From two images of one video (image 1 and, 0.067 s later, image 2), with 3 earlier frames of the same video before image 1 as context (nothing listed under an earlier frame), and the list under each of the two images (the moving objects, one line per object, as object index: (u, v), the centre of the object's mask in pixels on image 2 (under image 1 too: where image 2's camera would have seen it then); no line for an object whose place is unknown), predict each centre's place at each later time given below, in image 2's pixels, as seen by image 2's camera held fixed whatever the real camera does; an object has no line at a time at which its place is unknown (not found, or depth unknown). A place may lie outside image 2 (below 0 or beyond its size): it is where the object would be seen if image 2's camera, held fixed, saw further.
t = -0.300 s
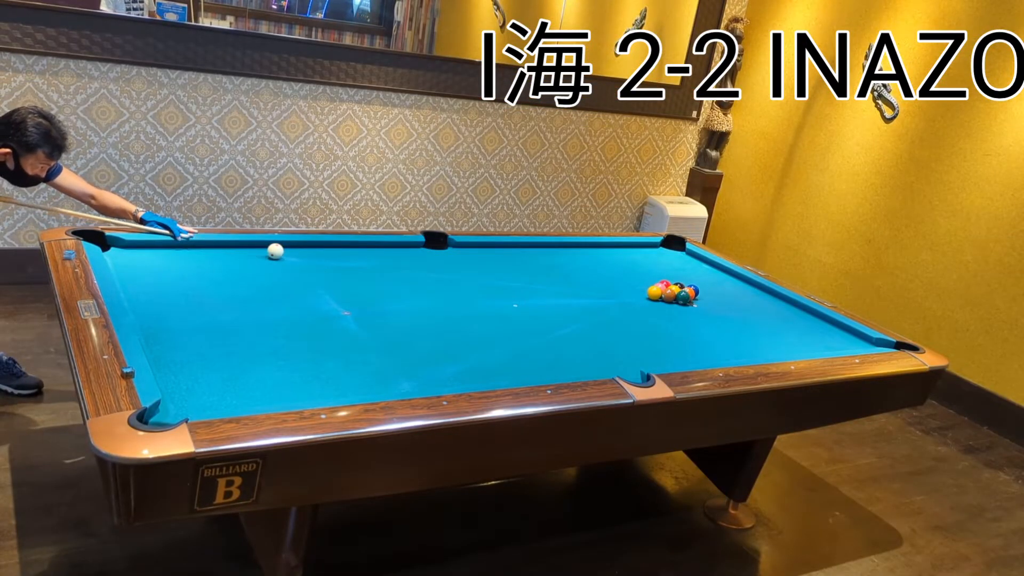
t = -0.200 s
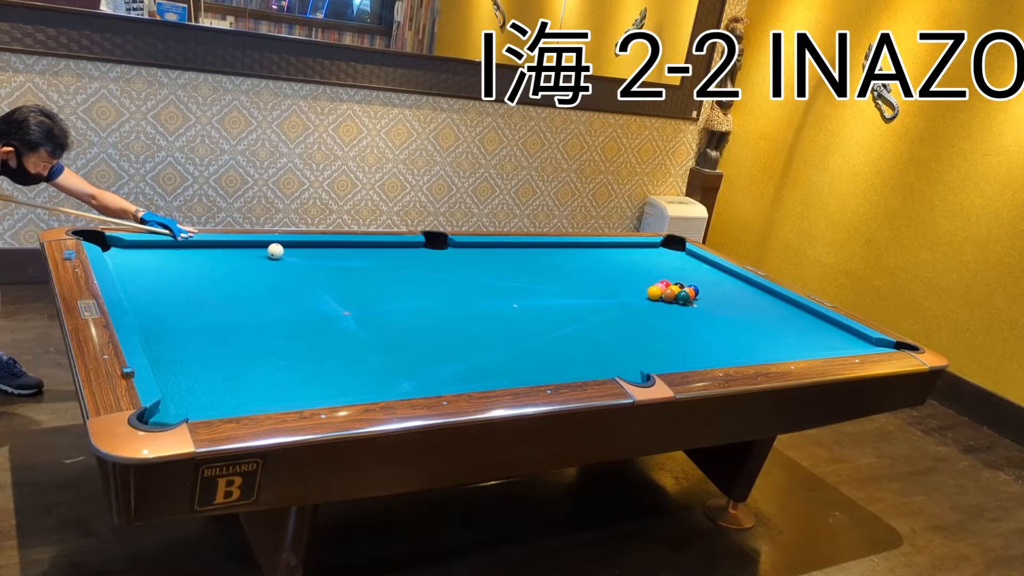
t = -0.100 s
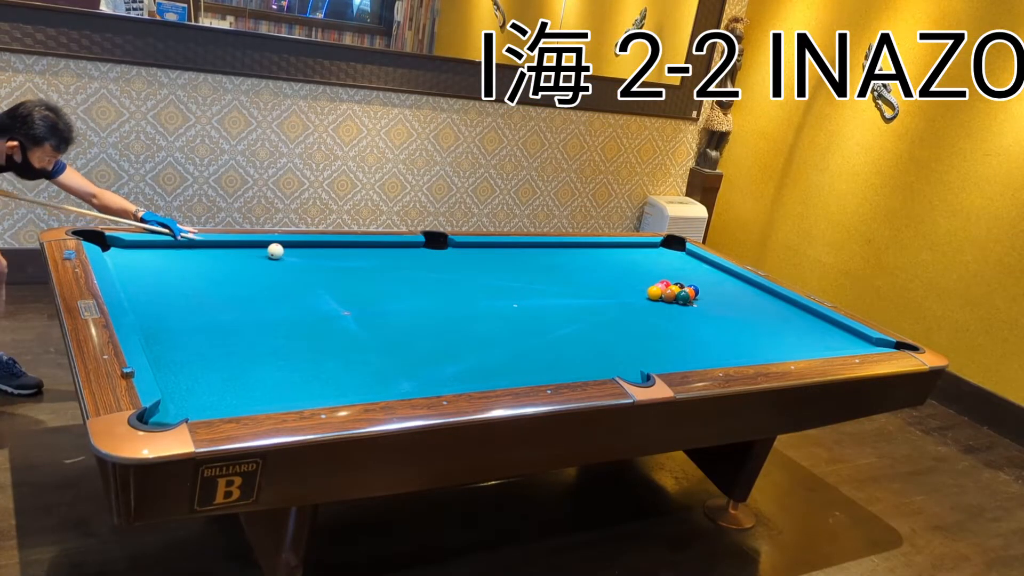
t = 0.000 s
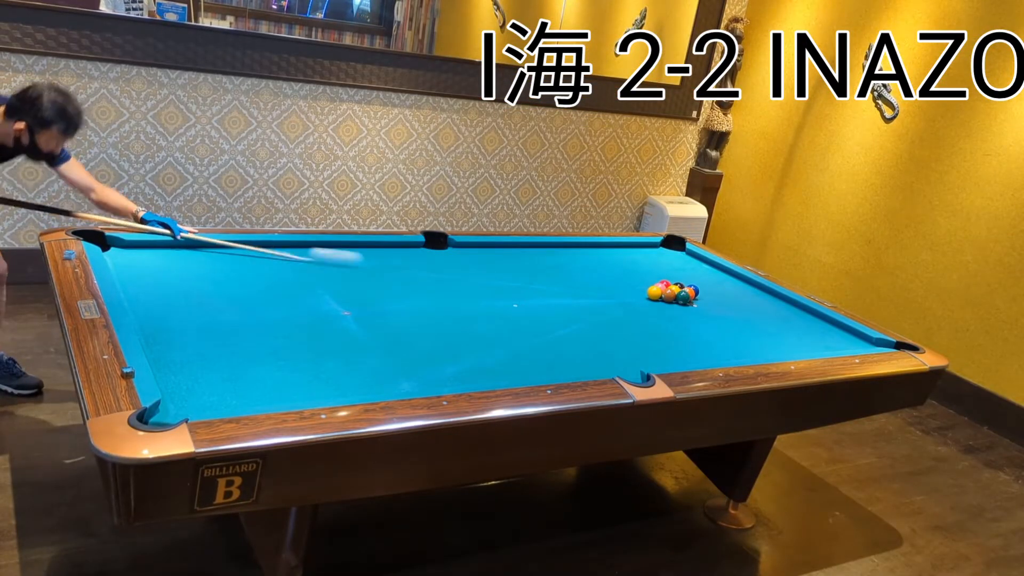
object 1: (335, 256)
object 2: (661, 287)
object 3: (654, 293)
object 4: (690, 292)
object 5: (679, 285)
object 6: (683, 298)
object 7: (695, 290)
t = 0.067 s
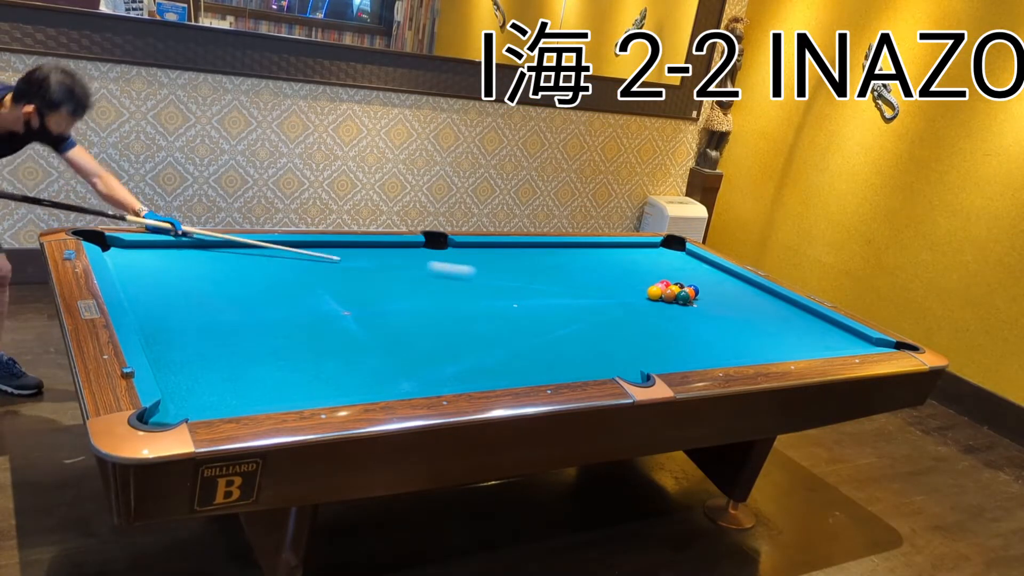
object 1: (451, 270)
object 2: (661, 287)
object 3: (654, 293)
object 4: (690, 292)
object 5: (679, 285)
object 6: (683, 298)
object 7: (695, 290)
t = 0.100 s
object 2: (661, 287)
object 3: (654, 293)
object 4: (690, 292)
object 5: (679, 285)
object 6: (683, 298)
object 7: (695, 289)
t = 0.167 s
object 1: (607, 288)
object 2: (661, 287)
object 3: (654, 293)
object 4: (690, 292)
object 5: (679, 285)
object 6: (683, 297)
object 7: (695, 289)
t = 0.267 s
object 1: (628, 291)
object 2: (656, 287)
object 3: (652, 297)
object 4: (698, 295)
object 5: (686, 286)
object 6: (754, 319)
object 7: (711, 286)
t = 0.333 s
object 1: (617, 291)
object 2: (652, 287)
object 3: (650, 301)
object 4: (705, 295)
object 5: (691, 284)
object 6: (817, 337)
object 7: (726, 283)
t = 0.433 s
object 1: (601, 290)
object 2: (648, 286)
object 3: (651, 306)
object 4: (716, 296)
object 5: (698, 280)
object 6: (848, 340)
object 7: (742, 279)
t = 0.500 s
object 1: (590, 290)
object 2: (645, 285)
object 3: (652, 310)
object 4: (723, 297)
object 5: (703, 278)
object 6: (836, 328)
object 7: (728, 277)
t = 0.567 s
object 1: (579, 289)
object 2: (642, 284)
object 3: (653, 313)
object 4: (731, 297)
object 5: (704, 276)
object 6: (828, 321)
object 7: (718, 275)
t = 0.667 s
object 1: (562, 289)
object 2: (638, 283)
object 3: (654, 318)
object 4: (741, 298)
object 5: (685, 272)
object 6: (800, 310)
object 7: (724, 274)
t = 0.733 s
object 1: (551, 288)
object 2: (635, 282)
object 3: (656, 322)
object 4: (748, 299)
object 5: (676, 270)
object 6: (782, 303)
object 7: (725, 273)
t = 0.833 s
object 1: (534, 288)
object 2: (632, 280)
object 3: (657, 327)
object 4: (758, 300)
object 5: (663, 267)
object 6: (753, 291)
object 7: (727, 272)
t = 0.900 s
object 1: (523, 287)
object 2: (629, 280)
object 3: (658, 331)
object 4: (765, 300)
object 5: (654, 265)
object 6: (737, 288)
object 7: (727, 271)
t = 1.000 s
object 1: (507, 287)
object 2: (626, 278)
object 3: (660, 336)
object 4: (774, 301)
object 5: (642, 261)
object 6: (712, 279)
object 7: (722, 270)
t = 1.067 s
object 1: (495, 286)
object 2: (624, 278)
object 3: (661, 340)
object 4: (781, 301)
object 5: (634, 259)
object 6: (696, 273)
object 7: (719, 269)
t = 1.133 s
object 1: (484, 286)
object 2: (622, 277)
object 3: (662, 344)
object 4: (787, 302)
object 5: (626, 258)
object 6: (681, 268)
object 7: (715, 268)
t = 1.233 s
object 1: (468, 285)
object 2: (619, 276)
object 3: (664, 350)
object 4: (792, 303)
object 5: (614, 255)
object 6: (658, 260)
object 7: (711, 267)
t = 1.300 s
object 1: (456, 285)
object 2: (617, 275)
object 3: (665, 353)
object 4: (790, 303)
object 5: (606, 252)
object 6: (644, 255)
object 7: (708, 266)
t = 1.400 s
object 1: (439, 284)
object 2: (614, 274)
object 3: (667, 358)
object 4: (787, 304)
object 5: (595, 250)
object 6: (624, 247)
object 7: (704, 265)
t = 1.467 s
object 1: (428, 284)
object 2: (612, 273)
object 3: (667, 361)
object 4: (786, 305)
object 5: (588, 248)
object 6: (617, 247)
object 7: (701, 264)
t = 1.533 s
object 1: (417, 283)
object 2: (611, 273)
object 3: (665, 361)
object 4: (784, 305)
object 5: (580, 246)
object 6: (616, 249)
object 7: (698, 264)
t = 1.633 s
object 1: (399, 283)
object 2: (609, 272)
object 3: (657, 360)
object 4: (781, 306)
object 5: (576, 246)
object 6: (613, 254)
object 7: (694, 263)
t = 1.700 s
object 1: (388, 282)
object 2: (607, 272)
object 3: (652, 360)
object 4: (779, 307)
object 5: (576, 247)
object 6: (611, 256)
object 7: (692, 262)
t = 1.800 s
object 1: (371, 282)
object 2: (605, 271)
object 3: (644, 358)
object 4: (777, 307)
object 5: (575, 249)
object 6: (609, 260)
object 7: (688, 262)
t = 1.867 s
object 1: (359, 281)
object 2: (604, 271)
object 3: (640, 357)
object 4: (775, 308)
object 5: (574, 250)
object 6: (608, 261)
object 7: (686, 261)
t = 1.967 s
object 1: (342, 281)
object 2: (601, 270)
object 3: (632, 355)
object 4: (773, 309)
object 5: (573, 251)
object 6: (607, 265)
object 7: (683, 260)
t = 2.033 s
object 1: (331, 280)
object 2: (597, 273)
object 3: (628, 353)
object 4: (771, 310)
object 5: (573, 252)
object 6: (607, 267)
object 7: (681, 260)
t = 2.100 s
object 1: (319, 279)
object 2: (594, 274)
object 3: (623, 352)
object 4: (769, 310)
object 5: (572, 253)
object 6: (606, 268)
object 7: (679, 259)
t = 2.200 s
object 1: (302, 279)
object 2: (589, 276)
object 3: (616, 350)
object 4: (767, 311)
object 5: (571, 254)
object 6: (606, 270)
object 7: (676, 259)
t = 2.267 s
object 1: (290, 278)
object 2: (586, 278)
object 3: (612, 349)
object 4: (765, 311)
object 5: (571, 255)
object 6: (607, 270)
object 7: (674, 258)
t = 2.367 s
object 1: (273, 278)
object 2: (581, 280)
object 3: (606, 347)
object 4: (763, 312)
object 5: (570, 256)
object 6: (608, 272)
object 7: (672, 258)
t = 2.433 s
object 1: (262, 277)
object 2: (577, 282)
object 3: (602, 346)
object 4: (762, 312)
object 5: (569, 258)
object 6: (608, 272)
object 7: (670, 257)
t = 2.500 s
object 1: (250, 277)
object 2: (574, 283)
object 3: (598, 345)
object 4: (761, 313)
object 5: (569, 258)
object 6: (609, 273)
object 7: (668, 257)
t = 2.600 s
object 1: (232, 276)
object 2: (569, 285)
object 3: (593, 343)
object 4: (759, 313)
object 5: (568, 259)
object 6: (609, 274)
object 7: (666, 257)
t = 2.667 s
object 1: (221, 276)
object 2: (566, 287)
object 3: (589, 342)
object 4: (757, 314)
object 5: (568, 260)
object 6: (610, 274)
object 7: (665, 256)
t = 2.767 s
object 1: (204, 275)
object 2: (560, 289)
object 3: (584, 340)
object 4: (755, 314)
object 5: (567, 262)
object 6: (610, 275)
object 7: (663, 256)
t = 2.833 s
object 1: (192, 275)
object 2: (557, 291)
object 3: (580, 339)
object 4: (754, 315)
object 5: (567, 262)
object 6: (611, 276)
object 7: (662, 255)
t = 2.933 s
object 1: (175, 275)
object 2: (552, 293)
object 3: (576, 338)
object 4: (752, 315)
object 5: (566, 264)
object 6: (611, 276)
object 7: (661, 255)
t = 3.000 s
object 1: (163, 274)
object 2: (549, 294)
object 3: (572, 337)
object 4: (751, 315)
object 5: (566, 264)
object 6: (612, 277)
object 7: (660, 255)
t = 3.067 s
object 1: (152, 274)
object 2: (545, 296)
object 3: (569, 336)
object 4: (750, 316)
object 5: (566, 265)
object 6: (612, 277)
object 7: (659, 255)
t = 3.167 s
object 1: (135, 273)
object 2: (540, 298)
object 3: (565, 334)
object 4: (748, 316)
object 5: (565, 266)
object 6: (612, 278)
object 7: (658, 254)
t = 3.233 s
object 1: (123, 273)
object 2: (536, 300)
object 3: (562, 334)
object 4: (748, 316)
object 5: (564, 267)
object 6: (612, 278)
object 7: (658, 254)
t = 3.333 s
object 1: (125, 272)
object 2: (531, 302)
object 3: (558, 333)
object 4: (746, 317)
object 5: (564, 268)
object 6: (613, 279)
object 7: (657, 254)
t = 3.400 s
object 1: (131, 272)
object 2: (528, 304)
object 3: (555, 332)
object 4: (745, 317)
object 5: (563, 269)
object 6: (613, 279)
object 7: (657, 254)
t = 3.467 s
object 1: (136, 272)
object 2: (525, 305)
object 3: (553, 331)
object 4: (745, 317)
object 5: (563, 270)
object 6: (613, 279)
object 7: (657, 254)
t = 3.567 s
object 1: (144, 271)
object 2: (519, 308)
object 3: (549, 330)
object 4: (744, 318)
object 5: (562, 270)
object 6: (613, 280)
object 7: (657, 254)
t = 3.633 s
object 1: (149, 270)
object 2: (516, 309)
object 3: (547, 330)
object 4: (743, 318)
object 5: (562, 271)
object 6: (614, 280)
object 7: (657, 254)
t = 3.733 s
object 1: (156, 270)
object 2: (511, 312)
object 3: (544, 328)
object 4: (742, 318)
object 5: (561, 272)
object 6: (614, 280)
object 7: (657, 254)
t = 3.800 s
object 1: (161, 270)
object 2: (507, 313)
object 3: (542, 328)
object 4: (741, 318)
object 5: (561, 273)
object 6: (614, 280)
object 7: (657, 254)
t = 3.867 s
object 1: (166, 269)
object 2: (503, 315)
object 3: (540, 327)
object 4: (741, 319)
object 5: (561, 273)
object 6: (614, 280)
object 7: (657, 254)
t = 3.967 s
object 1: (172, 269)
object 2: (498, 317)
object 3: (537, 326)
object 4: (740, 319)
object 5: (560, 274)
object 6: (614, 281)
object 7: (657, 254)
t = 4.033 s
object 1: (177, 268)
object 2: (494, 319)
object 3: (536, 326)
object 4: (740, 319)
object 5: (560, 275)
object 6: (614, 281)
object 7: (657, 254)
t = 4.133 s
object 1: (182, 268)
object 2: (489, 321)
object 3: (534, 325)
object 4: (739, 319)
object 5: (559, 275)
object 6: (614, 281)
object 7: (657, 254)
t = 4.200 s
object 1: (186, 268)
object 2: (486, 322)
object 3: (532, 325)
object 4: (739, 319)
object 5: (559, 276)
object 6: (614, 281)
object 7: (657, 254)
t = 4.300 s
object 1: (191, 268)
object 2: (480, 325)
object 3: (530, 324)
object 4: (739, 319)
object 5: (558, 276)
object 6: (614, 281)
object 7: (657, 254)
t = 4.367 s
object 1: (195, 267)
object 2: (477, 326)
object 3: (529, 324)
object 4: (739, 319)
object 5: (558, 277)
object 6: (614, 281)
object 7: (657, 254)
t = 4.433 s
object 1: (199, 267)
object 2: (473, 328)
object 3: (528, 323)
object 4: (738, 319)
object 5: (558, 277)
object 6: (614, 281)
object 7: (657, 254)
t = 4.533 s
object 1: (204, 266)
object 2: (468, 330)
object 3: (526, 323)
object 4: (738, 319)
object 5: (557, 277)
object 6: (614, 281)
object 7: (657, 254)
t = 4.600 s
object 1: (207, 266)
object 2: (465, 332)
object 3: (525, 323)
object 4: (738, 319)
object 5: (557, 278)
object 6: (614, 281)
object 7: (657, 254)
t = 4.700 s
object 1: (211, 266)
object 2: (460, 334)
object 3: (524, 322)
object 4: (738, 319)
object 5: (557, 278)
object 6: (614, 281)
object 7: (657, 254)
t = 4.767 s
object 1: (214, 266)
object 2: (456, 336)
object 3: (523, 322)
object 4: (738, 319)
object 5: (556, 279)
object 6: (614, 281)
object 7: (657, 254)
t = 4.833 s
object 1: (217, 266)
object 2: (453, 337)
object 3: (523, 322)
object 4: (738, 319)
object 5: (556, 279)
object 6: (614, 281)
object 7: (657, 254)
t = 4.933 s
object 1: (221, 265)
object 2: (448, 339)
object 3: (522, 322)
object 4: (738, 319)
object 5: (556, 279)
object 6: (614, 281)
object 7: (657, 254)
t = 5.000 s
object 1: (223, 265)
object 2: (445, 341)
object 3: (522, 321)
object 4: (738, 319)
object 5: (556, 279)
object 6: (614, 281)
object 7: (657, 254)
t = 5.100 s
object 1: (227, 265)
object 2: (440, 343)
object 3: (521, 321)
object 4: (738, 319)
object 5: (555, 279)
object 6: (614, 281)
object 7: (657, 254)
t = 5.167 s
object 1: (229, 265)
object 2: (437, 344)
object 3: (521, 321)
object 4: (738, 319)
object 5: (555, 280)
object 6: (614, 281)
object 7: (657, 254)
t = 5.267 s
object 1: (232, 265)
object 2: (432, 346)
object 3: (521, 321)
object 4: (738, 319)
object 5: (555, 280)
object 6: (614, 281)
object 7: (657, 254)
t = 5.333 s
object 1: (233, 265)
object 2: (429, 347)
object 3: (521, 321)
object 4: (738, 319)
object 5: (555, 280)
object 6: (614, 281)
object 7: (657, 254)
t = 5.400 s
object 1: (235, 265)
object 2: (426, 349)
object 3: (521, 321)
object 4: (738, 319)
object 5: (555, 280)
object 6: (614, 281)
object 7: (657, 254)
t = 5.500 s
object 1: (238, 264)
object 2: (422, 351)
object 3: (521, 321)
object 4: (738, 319)
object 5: (555, 280)
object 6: (614, 281)
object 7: (657, 254)
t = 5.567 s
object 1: (239, 265)
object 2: (419, 352)
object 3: (521, 321)
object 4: (738, 319)
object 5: (555, 280)
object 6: (614, 281)
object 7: (657, 254)
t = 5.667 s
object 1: (241, 264)
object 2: (415, 354)
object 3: (521, 321)
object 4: (738, 319)
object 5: (555, 280)
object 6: (614, 281)
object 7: (657, 254)
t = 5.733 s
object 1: (243, 264)
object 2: (412, 355)
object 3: (521, 321)
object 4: (738, 319)
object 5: (555, 280)
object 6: (614, 281)
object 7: (657, 254)
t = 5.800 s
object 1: (244, 264)
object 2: (409, 357)
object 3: (521, 321)
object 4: (738, 319)
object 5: (555, 280)
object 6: (614, 281)
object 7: (657, 254)
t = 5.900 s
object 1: (245, 264)
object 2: (405, 358)
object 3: (521, 321)
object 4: (738, 319)
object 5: (555, 280)
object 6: (614, 281)
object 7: (657, 254)
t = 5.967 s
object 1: (246, 264)
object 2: (402, 359)
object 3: (521, 321)
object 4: (738, 319)
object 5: (555, 280)
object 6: (614, 281)
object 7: (657, 254)
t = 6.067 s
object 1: (247, 264)
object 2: (398, 361)
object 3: (521, 321)
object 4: (738, 319)
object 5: (555, 280)
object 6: (614, 281)
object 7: (657, 254)
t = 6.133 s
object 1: (248, 264)
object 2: (396, 362)
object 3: (521, 321)
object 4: (738, 319)
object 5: (555, 280)
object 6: (614, 281)
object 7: (657, 254)
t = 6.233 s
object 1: (249, 264)
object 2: (392, 364)
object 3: (521, 321)
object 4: (738, 319)
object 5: (555, 280)
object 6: (614, 281)
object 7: (657, 254)
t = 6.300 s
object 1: (249, 264)
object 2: (390, 365)
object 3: (521, 321)
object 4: (738, 319)
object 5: (555, 280)
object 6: (614, 281)
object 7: (657, 254)
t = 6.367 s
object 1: (250, 264)
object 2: (387, 366)
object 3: (521, 321)
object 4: (738, 319)
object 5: (555, 280)
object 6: (614, 281)
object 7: (657, 254)
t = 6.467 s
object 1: (250, 264)
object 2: (383, 368)
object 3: (521, 321)
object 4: (738, 319)
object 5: (555, 280)
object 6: (614, 281)
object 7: (657, 254)
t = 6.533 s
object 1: (250, 264)
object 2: (381, 368)
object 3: (521, 321)
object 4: (738, 319)
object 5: (555, 280)
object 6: (614, 281)
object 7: (657, 254)
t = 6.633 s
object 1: (250, 264)
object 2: (378, 370)
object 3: (521, 321)
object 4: (738, 319)
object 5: (555, 280)
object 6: (614, 281)
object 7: (657, 254)
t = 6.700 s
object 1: (250, 264)
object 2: (376, 370)
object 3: (521, 321)
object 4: (738, 319)
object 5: (555, 280)
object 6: (614, 281)
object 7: (657, 254)
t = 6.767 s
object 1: (249, 264)
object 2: (373, 371)
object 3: (521, 321)
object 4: (738, 319)
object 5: (555, 280)
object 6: (614, 281)
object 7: (657, 254)
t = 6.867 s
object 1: (250, 264)
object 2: (370, 372)
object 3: (521, 321)
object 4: (738, 319)
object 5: (555, 280)
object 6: (614, 281)
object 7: (657, 254)
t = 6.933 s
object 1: (250, 264)
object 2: (368, 373)
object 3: (521, 321)
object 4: (738, 319)
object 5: (555, 280)
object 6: (614, 281)
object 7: (657, 254)
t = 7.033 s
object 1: (250, 264)
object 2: (365, 374)
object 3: (521, 321)
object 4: (738, 319)
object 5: (555, 280)
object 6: (614, 281)
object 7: (657, 254)
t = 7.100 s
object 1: (249, 264)
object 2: (363, 375)
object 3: (521, 321)
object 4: (738, 319)
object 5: (555, 280)
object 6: (614, 281)
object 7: (657, 254)
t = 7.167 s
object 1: (250, 264)
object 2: (361, 375)
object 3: (521, 321)
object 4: (738, 319)
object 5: (555, 280)
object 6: (615, 281)
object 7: (657, 254)
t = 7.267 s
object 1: (249, 264)
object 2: (359, 376)
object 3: (521, 321)
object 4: (738, 319)
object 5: (555, 280)
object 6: (614, 281)
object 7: (657, 254)
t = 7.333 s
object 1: (250, 264)
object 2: (357, 376)
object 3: (521, 321)
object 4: (738, 319)
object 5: (555, 280)
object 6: (614, 281)
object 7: (657, 254)
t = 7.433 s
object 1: (250, 264)
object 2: (355, 377)
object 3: (521, 321)
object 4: (738, 319)
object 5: (555, 280)
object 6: (615, 281)
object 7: (657, 254)
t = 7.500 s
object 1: (250, 264)
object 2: (353, 377)
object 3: (521, 321)
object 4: (738, 319)
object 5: (555, 280)
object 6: (615, 281)
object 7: (657, 254)
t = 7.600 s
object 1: (250, 264)
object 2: (351, 378)
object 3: (521, 321)
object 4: (738, 319)
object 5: (555, 280)
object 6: (615, 281)
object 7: (657, 254)
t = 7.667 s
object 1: (250, 264)
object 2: (350, 378)
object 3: (521, 321)
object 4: (738, 319)
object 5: (555, 280)
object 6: (614, 281)
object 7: (657, 254)
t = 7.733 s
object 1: (250, 264)
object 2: (348, 378)
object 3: (521, 321)
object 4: (738, 319)
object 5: (555, 280)
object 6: (614, 281)
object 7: (657, 254)
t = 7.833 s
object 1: (250, 264)
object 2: (347, 378)
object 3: (521, 321)
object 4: (738, 319)
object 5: (555, 280)
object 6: (614, 281)
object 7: (657, 254)
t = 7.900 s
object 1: (250, 264)
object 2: (346, 378)
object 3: (521, 321)
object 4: (738, 319)
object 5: (555, 280)
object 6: (614, 281)
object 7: (657, 254)
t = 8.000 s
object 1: (250, 264)
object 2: (345, 379)
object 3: (521, 321)
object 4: (738, 319)
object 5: (555, 280)
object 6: (614, 281)
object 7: (657, 254)
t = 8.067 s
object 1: (250, 264)
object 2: (344, 378)
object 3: (521, 321)
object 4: (738, 319)
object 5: (555, 280)
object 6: (614, 281)
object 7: (657, 254)
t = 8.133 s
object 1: (250, 264)
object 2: (344, 379)
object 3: (520, 321)
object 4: (738, 319)
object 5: (555, 280)
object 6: (614, 281)
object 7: (657, 254)
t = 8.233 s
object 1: (250, 264)
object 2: (344, 378)
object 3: (521, 321)
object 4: (738, 319)
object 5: (555, 280)
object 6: (614, 281)
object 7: (657, 254)
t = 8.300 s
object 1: (250, 264)
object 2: (344, 378)
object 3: (521, 321)
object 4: (738, 319)
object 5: (555, 280)
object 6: (614, 281)
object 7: (657, 254)
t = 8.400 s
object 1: (250, 264)
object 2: (344, 378)
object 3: (521, 321)
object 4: (738, 319)
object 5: (555, 280)
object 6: (614, 281)
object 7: (657, 254)
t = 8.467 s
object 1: (250, 264)
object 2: (344, 378)
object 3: (521, 321)
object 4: (738, 319)
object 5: (555, 280)
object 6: (614, 281)
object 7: (657, 254)
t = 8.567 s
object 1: (250, 264)
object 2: (344, 378)
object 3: (521, 321)
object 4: (738, 319)
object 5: (555, 280)
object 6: (614, 281)
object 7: (657, 254)
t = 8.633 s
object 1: (250, 264)
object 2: (344, 379)
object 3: (521, 321)
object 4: (738, 319)
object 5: (555, 280)
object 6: (614, 281)
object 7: (657, 254)
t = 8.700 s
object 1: (250, 264)
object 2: (344, 378)
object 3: (521, 321)
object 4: (738, 319)
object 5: (555, 280)
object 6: (614, 281)
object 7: (657, 254)
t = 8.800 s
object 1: (250, 264)
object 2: (344, 379)
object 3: (521, 321)
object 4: (738, 319)
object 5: (555, 280)
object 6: (614, 281)
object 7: (657, 254)
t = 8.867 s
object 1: (250, 264)
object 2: (344, 379)
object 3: (521, 321)
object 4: (738, 319)
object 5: (555, 280)
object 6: (614, 281)
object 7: (657, 254)
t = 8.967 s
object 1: (250, 264)
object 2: (344, 378)
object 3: (521, 321)
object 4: (738, 319)
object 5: (555, 280)
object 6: (614, 281)
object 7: (657, 254)
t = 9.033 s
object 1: (250, 264)
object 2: (344, 378)
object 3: (521, 321)
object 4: (738, 319)
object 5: (555, 280)
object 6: (614, 281)
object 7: (657, 254)
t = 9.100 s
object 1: (250, 264)
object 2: (344, 378)
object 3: (521, 321)
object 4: (738, 319)
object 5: (555, 280)
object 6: (614, 281)
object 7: (657, 254)
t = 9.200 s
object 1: (250, 264)
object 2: (344, 378)
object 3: (521, 321)
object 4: (738, 319)
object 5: (555, 280)
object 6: (614, 281)
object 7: (657, 254)
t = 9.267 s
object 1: (250, 264)
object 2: (344, 378)
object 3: (521, 321)
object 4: (738, 319)
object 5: (555, 280)
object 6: (614, 281)
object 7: (657, 254)
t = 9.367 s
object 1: (250, 264)
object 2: (344, 379)
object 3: (521, 321)
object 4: (738, 319)
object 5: (555, 280)
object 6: (614, 281)
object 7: (657, 254)
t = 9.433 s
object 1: (250, 264)
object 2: (344, 379)
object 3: (521, 321)
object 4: (738, 319)
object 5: (555, 280)
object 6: (614, 281)
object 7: (657, 254)
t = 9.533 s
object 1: (250, 264)
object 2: (344, 378)
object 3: (521, 321)
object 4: (738, 319)
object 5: (555, 280)
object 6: (614, 281)
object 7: (657, 254)
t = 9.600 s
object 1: (250, 264)
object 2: (344, 378)
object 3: (521, 321)
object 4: (738, 319)
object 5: (555, 280)
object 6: (614, 281)
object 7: (657, 254)
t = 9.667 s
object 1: (250, 264)
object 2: (344, 378)
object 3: (521, 321)
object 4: (738, 319)
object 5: (555, 280)
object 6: (614, 281)
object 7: (657, 254)
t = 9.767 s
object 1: (250, 264)
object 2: (344, 378)
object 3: (521, 321)
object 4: (738, 319)
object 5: (555, 280)
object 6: (614, 281)
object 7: (657, 254)
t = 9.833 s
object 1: (250, 264)
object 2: (344, 378)
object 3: (521, 321)
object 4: (738, 319)
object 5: (555, 280)
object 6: (614, 281)
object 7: (657, 254)
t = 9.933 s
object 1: (250, 264)
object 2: (344, 378)
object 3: (521, 321)
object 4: (738, 319)
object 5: (555, 280)
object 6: (614, 281)
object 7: (657, 254)
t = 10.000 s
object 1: (250, 264)
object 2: (344, 378)
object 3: (521, 321)
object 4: (738, 319)
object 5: (555, 280)
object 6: (614, 281)
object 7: (657, 254)
